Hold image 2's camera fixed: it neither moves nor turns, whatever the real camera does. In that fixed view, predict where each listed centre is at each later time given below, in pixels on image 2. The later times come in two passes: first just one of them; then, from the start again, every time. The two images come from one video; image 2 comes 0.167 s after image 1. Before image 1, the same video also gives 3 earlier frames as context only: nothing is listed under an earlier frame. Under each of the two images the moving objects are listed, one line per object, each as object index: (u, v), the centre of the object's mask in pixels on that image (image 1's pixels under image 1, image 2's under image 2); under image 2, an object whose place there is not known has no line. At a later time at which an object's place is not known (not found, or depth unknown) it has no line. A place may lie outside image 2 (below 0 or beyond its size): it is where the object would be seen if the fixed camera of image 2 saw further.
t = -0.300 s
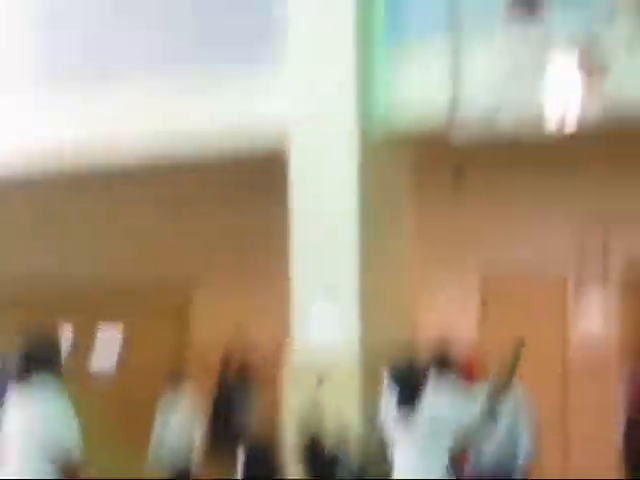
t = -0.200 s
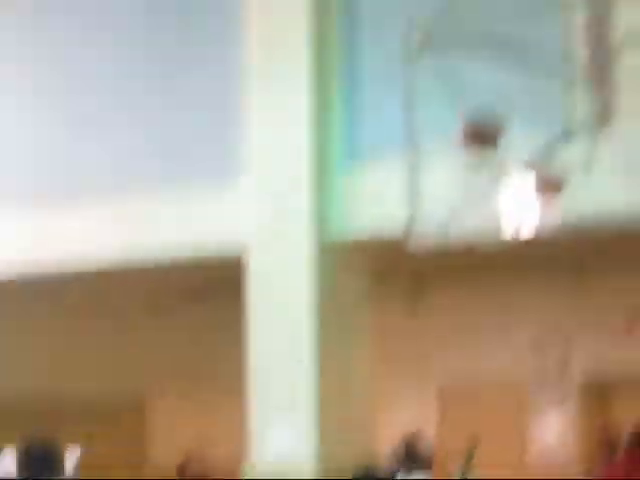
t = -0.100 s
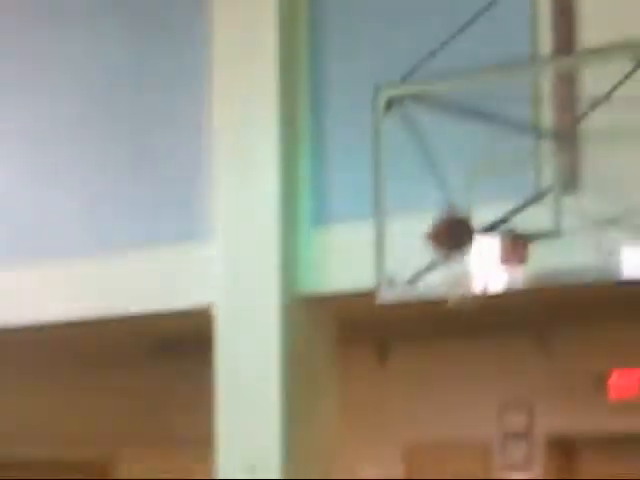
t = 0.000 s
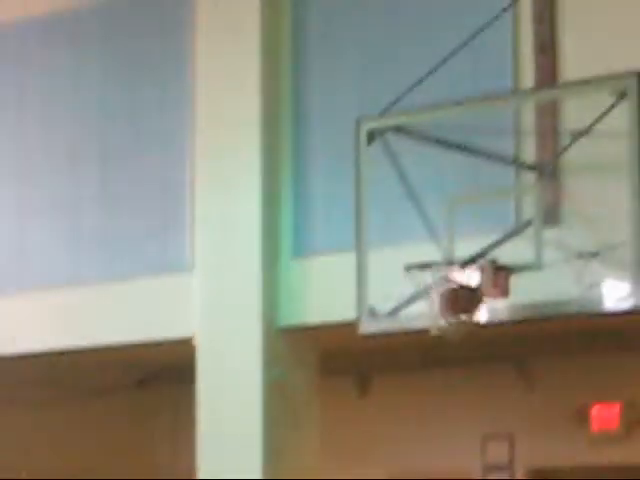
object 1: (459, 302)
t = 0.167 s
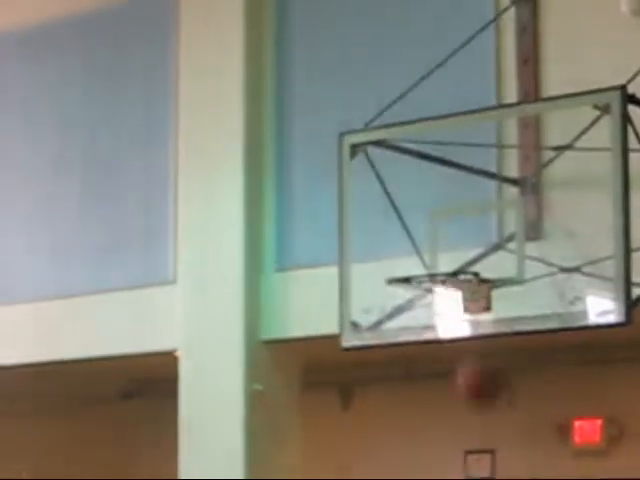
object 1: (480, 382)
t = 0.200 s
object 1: (488, 398)
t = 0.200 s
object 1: (488, 398)
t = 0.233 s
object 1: (497, 422)
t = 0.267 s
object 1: (506, 449)
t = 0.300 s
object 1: (514, 464)
